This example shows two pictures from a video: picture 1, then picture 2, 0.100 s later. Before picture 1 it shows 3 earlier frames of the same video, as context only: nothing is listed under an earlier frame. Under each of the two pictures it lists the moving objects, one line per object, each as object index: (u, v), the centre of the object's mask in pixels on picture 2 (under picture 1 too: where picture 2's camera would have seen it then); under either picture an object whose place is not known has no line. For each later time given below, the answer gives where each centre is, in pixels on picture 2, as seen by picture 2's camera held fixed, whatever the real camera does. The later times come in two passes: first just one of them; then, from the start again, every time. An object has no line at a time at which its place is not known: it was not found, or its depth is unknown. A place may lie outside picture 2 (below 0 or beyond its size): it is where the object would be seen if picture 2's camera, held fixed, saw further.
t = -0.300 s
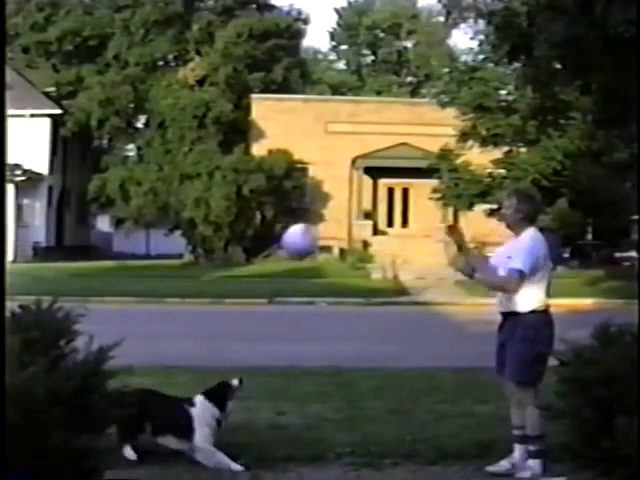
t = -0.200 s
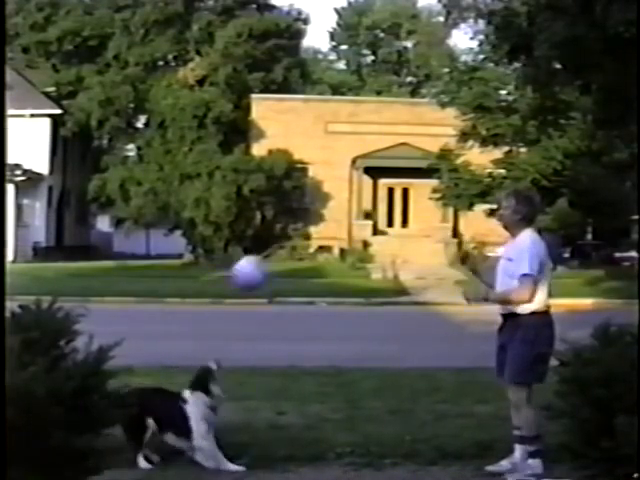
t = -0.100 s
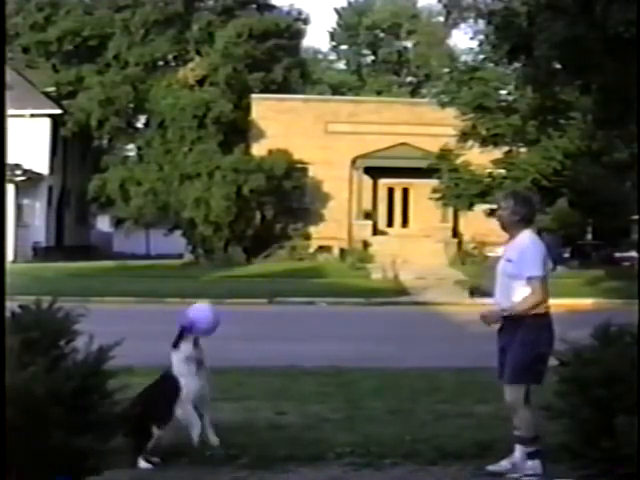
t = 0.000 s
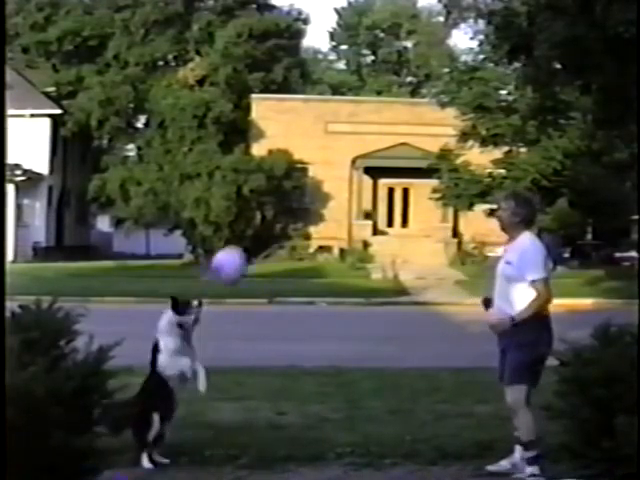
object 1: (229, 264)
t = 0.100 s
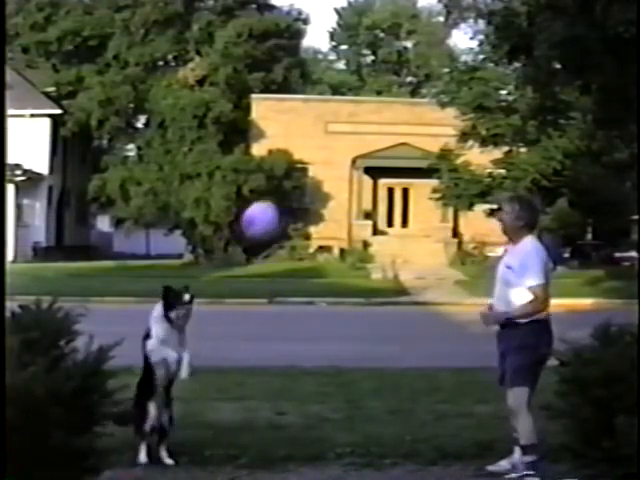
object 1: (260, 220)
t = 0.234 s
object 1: (304, 187)
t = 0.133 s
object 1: (271, 209)
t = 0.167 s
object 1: (283, 201)
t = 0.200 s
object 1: (293, 192)
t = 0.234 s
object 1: (304, 187)
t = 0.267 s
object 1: (315, 184)
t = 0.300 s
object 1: (326, 182)
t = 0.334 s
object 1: (340, 183)
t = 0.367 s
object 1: (351, 187)
